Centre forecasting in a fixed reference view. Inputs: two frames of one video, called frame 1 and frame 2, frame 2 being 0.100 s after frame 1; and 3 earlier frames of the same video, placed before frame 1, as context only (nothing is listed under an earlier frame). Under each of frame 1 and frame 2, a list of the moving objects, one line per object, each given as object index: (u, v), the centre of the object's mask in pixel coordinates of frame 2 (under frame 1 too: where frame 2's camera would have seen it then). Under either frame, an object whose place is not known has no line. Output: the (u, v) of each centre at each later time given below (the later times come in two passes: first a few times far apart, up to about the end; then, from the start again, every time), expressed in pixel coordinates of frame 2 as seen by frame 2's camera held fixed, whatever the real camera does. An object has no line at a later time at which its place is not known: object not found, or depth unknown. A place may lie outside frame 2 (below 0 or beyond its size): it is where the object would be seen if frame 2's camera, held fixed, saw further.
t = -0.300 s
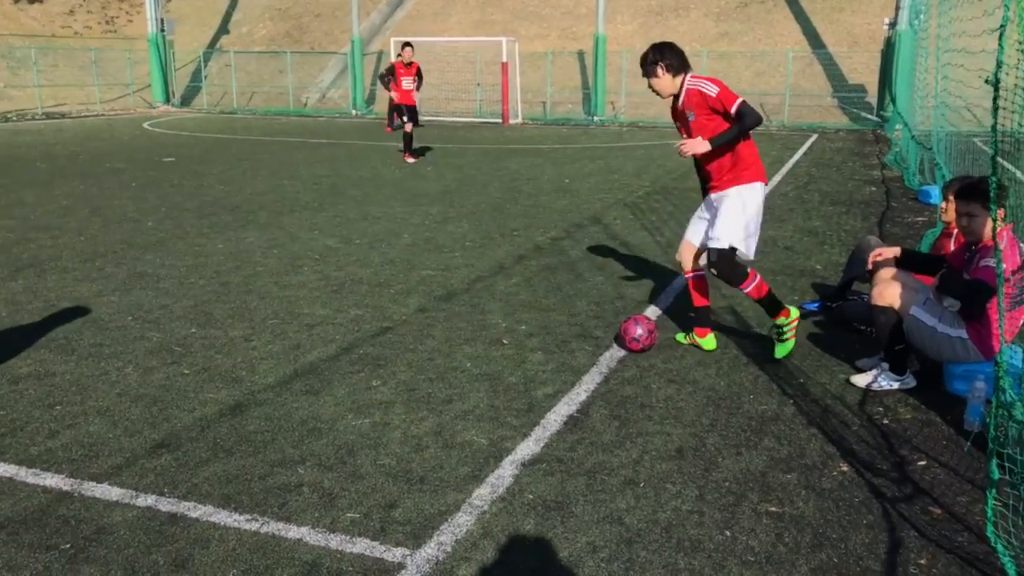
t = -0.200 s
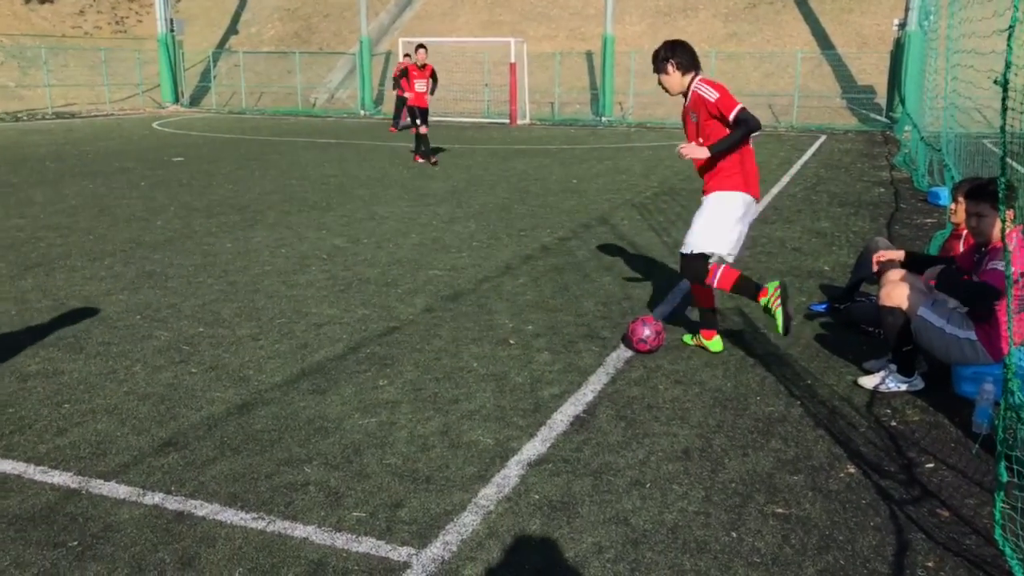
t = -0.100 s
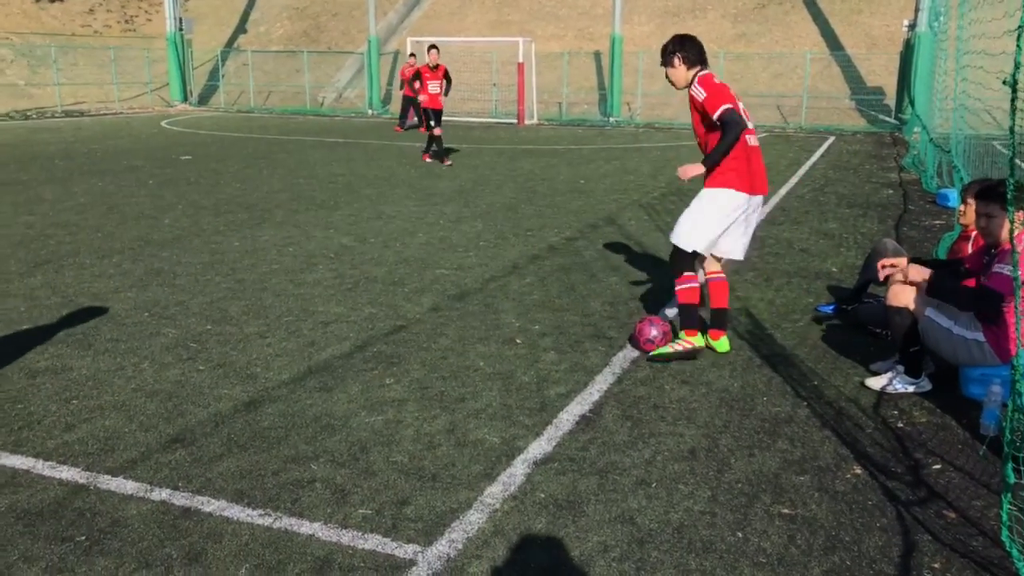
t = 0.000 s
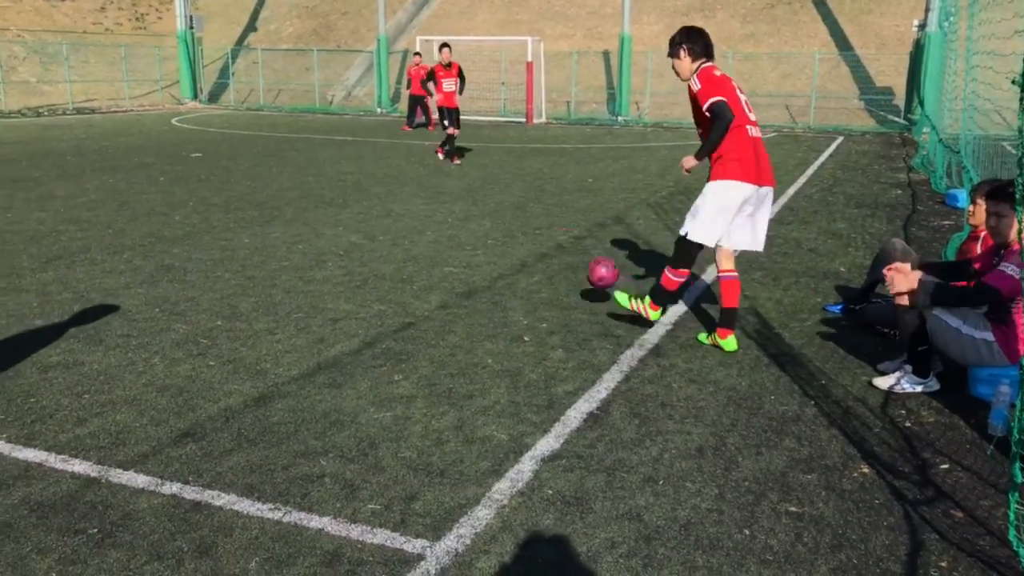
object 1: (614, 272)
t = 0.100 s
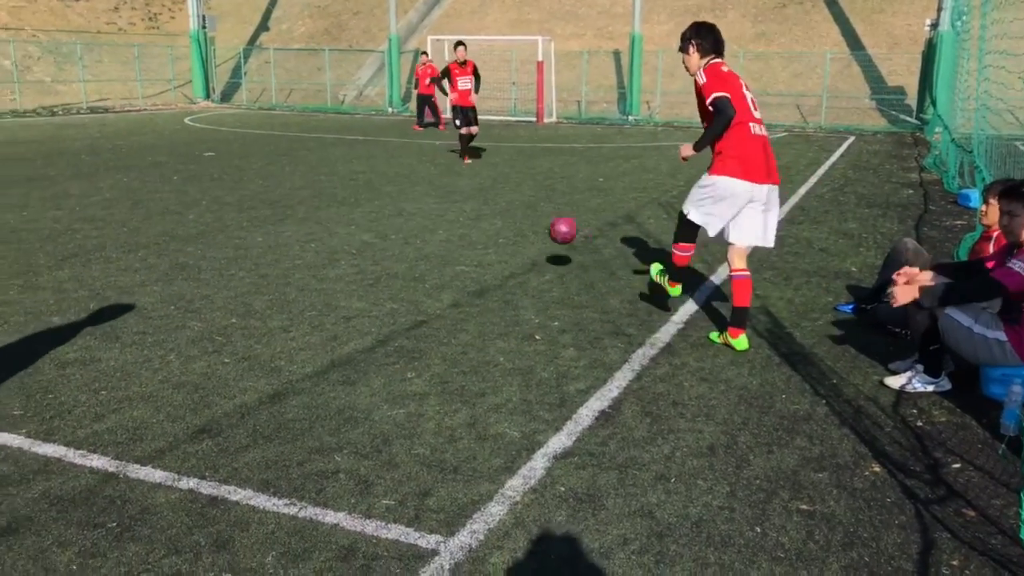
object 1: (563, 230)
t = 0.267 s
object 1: (504, 204)
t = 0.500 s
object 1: (457, 186)
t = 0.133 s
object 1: (549, 221)
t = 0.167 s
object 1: (536, 214)
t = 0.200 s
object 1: (524, 209)
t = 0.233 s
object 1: (513, 206)
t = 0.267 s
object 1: (504, 204)
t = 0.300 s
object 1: (494, 203)
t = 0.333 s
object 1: (486, 203)
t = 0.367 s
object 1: (478, 204)
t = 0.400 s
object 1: (470, 205)
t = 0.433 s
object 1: (466, 197)
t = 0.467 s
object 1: (462, 191)
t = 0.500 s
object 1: (457, 186)
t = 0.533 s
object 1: (454, 183)
